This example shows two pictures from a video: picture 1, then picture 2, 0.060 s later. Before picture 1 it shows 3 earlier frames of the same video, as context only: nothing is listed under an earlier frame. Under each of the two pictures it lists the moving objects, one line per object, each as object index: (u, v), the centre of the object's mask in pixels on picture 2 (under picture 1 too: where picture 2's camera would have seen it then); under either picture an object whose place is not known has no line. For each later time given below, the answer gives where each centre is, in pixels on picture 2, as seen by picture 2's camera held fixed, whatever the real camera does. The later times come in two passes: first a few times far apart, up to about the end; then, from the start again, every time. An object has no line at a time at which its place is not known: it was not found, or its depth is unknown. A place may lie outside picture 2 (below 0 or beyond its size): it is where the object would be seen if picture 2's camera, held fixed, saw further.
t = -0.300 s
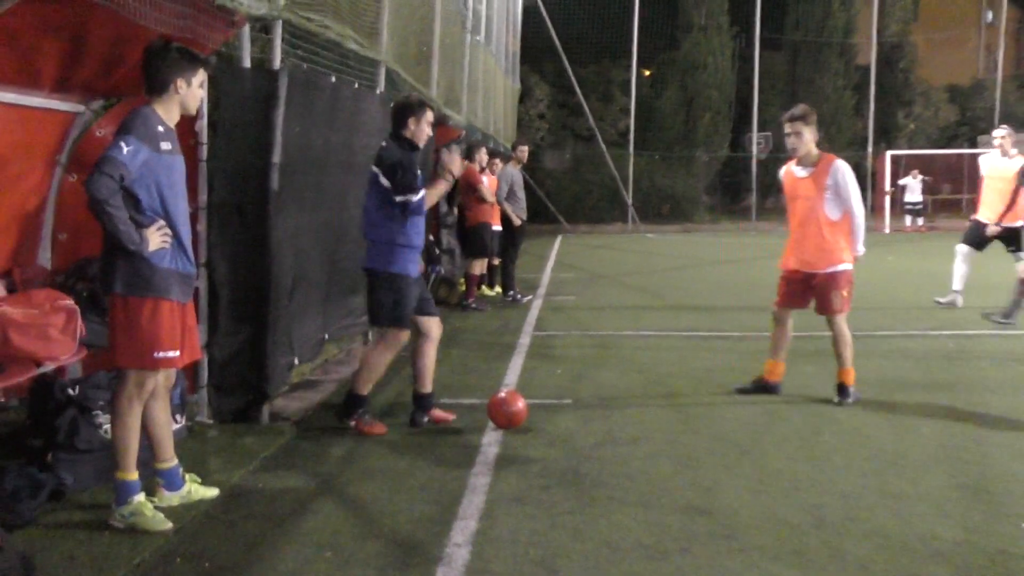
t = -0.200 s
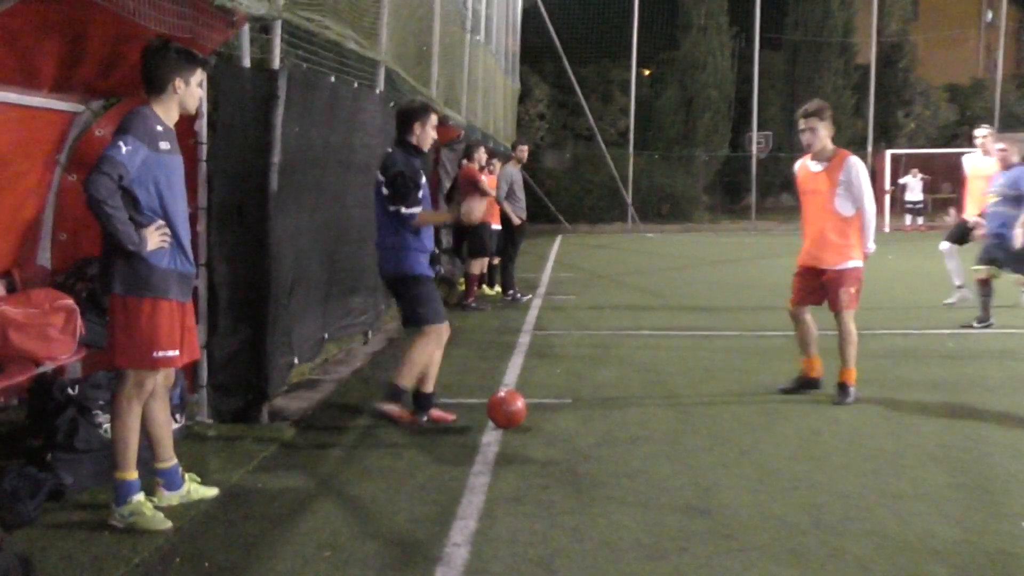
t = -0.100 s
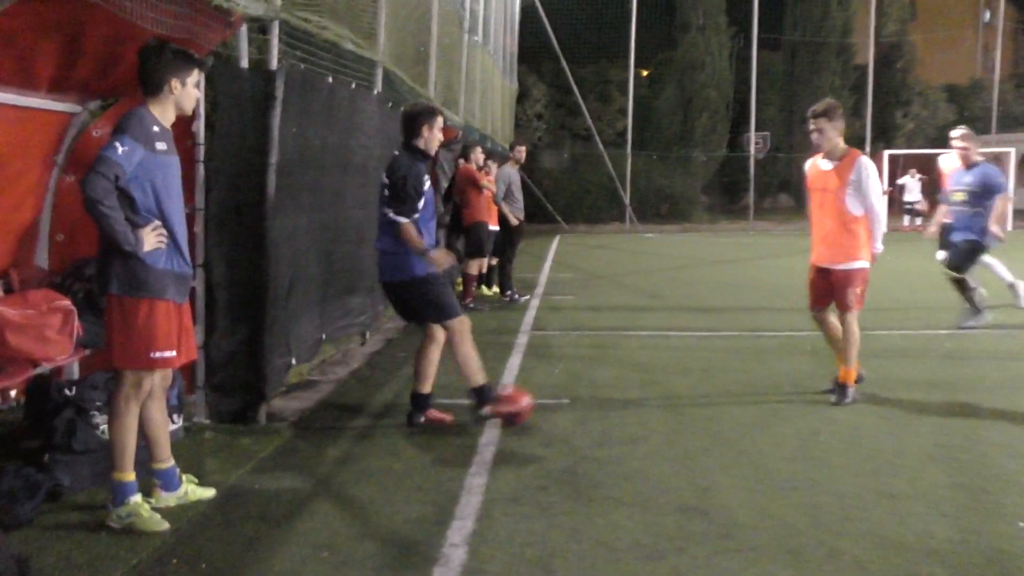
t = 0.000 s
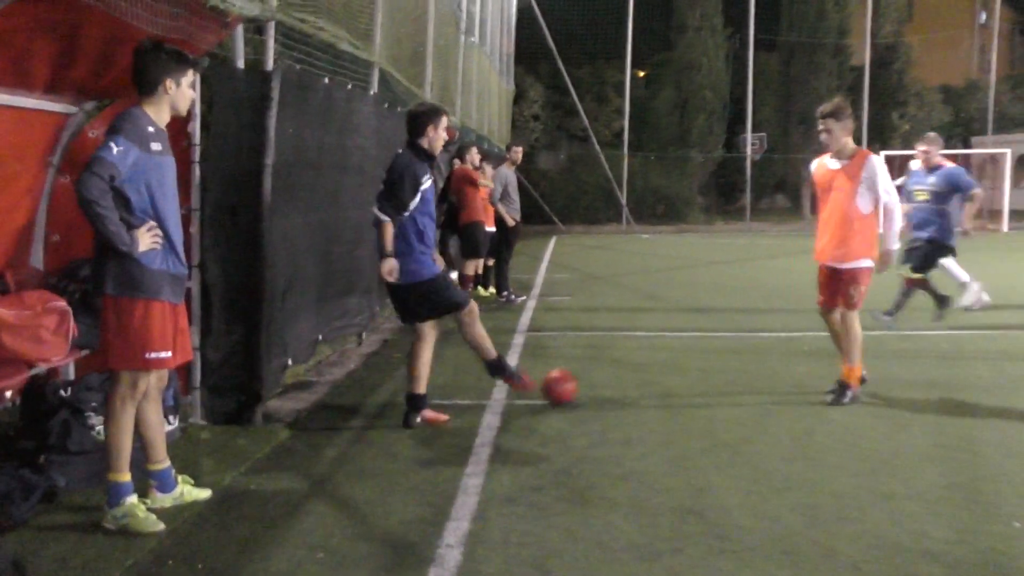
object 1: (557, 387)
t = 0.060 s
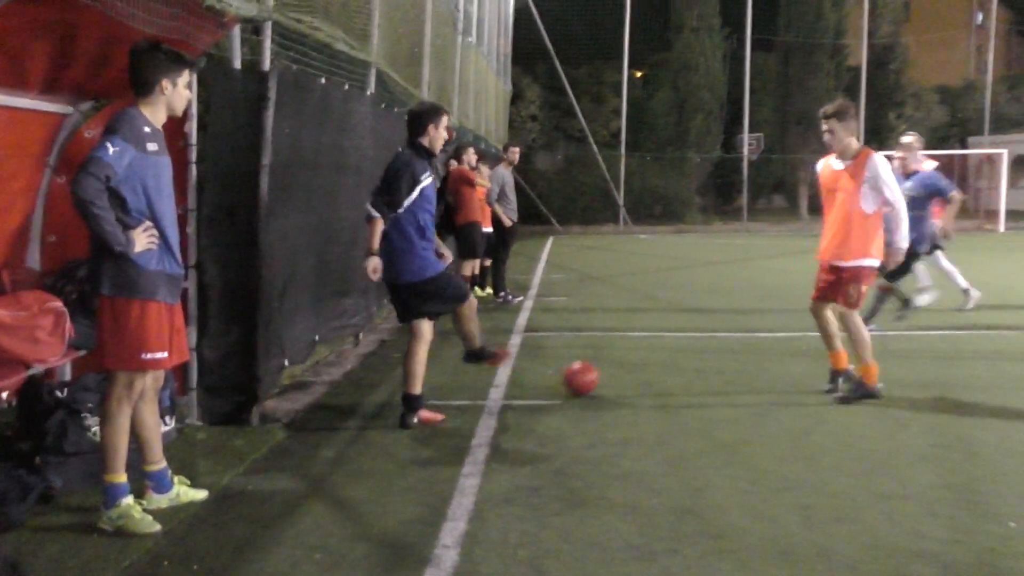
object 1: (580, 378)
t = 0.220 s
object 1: (632, 360)
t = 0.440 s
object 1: (679, 342)
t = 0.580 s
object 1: (702, 334)
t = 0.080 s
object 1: (588, 376)
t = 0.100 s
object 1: (596, 373)
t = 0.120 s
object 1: (602, 370)
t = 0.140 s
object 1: (609, 367)
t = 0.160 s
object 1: (615, 366)
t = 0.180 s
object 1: (621, 364)
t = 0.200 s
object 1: (626, 361)
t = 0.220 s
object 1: (632, 360)
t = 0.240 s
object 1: (638, 358)
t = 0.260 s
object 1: (642, 355)
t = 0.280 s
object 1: (647, 354)
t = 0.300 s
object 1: (651, 352)
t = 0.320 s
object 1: (656, 350)
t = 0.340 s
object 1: (660, 349)
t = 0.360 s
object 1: (664, 347)
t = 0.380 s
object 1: (668, 346)
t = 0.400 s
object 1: (671, 345)
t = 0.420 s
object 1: (675, 343)
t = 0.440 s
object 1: (679, 342)
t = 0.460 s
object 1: (682, 340)
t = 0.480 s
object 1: (685, 340)
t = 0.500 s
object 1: (689, 338)
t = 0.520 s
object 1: (692, 337)
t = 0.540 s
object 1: (696, 336)
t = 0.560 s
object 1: (699, 335)
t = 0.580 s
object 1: (702, 334)
